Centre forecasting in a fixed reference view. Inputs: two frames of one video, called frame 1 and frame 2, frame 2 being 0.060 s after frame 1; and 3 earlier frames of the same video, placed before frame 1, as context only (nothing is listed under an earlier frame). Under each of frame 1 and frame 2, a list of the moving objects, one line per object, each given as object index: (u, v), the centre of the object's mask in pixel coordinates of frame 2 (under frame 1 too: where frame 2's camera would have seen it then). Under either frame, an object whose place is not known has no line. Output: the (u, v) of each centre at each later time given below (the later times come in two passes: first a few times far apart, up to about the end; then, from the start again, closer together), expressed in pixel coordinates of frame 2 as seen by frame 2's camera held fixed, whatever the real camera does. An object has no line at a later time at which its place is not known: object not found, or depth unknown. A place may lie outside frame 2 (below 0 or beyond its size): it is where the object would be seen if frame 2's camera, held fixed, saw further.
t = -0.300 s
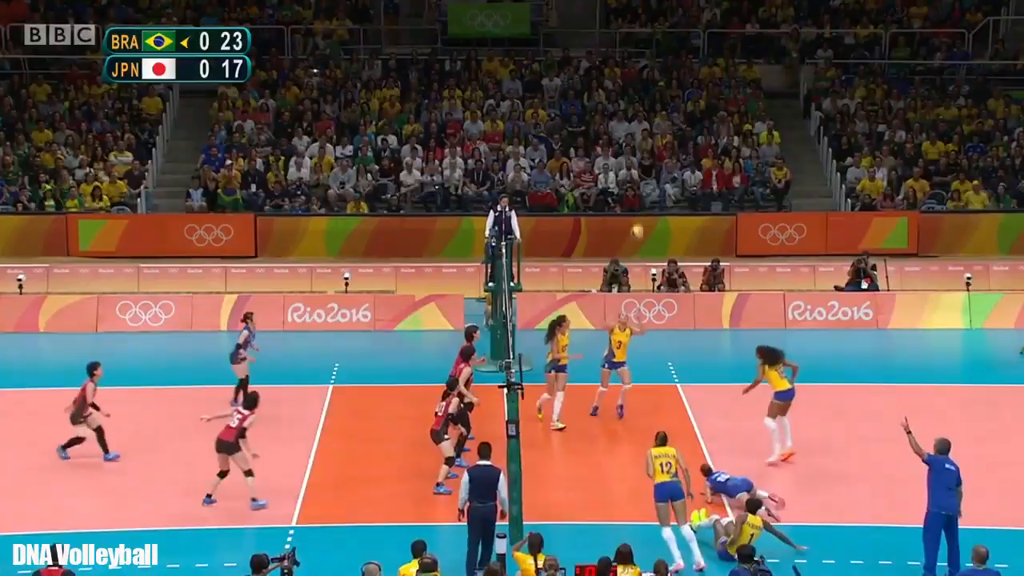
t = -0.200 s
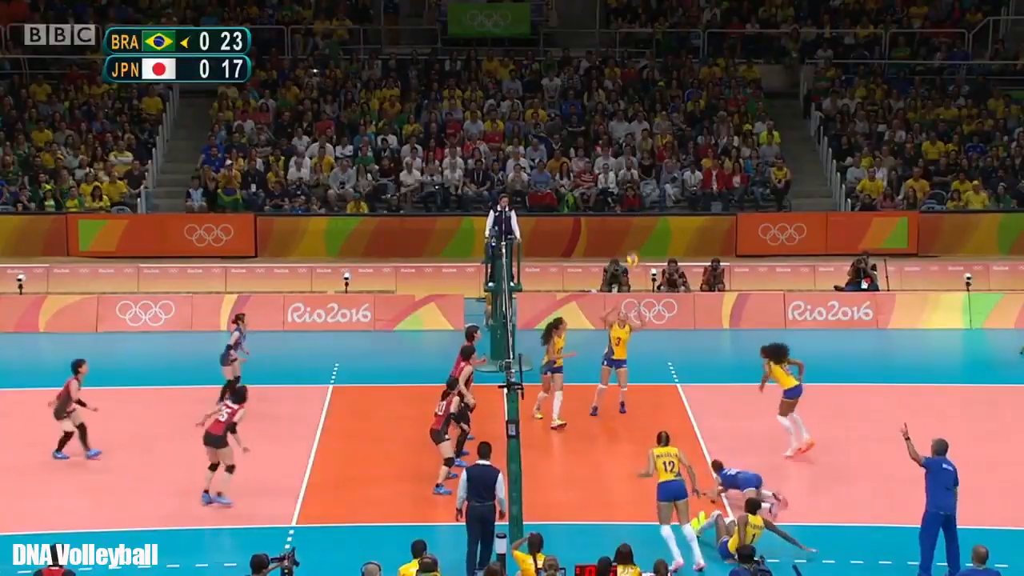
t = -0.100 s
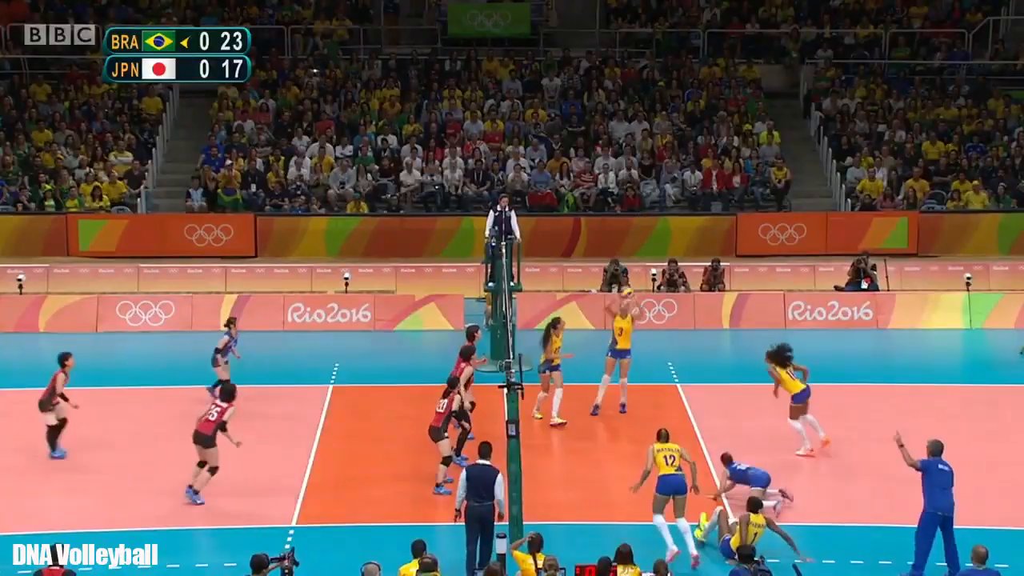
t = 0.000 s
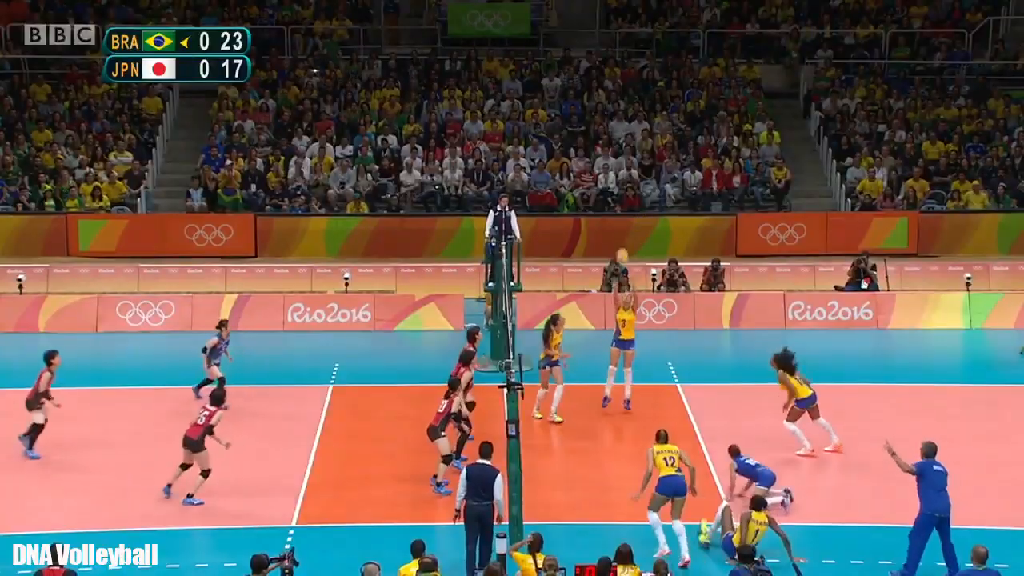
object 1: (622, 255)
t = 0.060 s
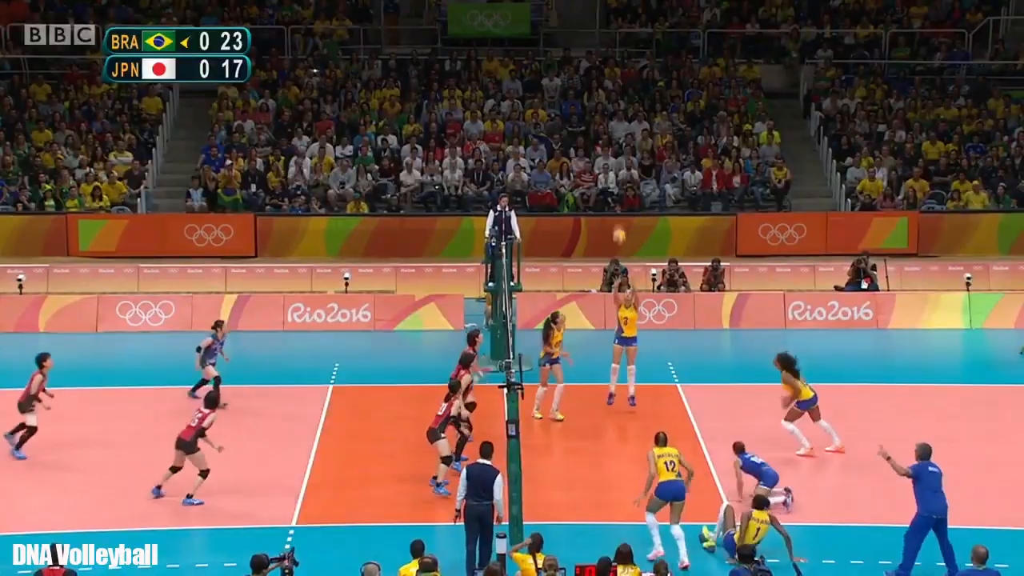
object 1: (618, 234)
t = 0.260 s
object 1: (611, 175)
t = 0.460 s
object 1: (602, 142)
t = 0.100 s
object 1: (617, 220)
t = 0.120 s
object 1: (616, 214)
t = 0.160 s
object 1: (614, 203)
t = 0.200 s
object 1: (613, 191)
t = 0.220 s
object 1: (611, 186)
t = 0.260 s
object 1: (611, 175)
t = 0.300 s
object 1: (609, 166)
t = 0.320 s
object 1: (608, 163)
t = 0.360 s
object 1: (607, 156)
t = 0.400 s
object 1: (604, 149)
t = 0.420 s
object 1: (603, 147)
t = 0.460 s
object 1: (602, 142)
